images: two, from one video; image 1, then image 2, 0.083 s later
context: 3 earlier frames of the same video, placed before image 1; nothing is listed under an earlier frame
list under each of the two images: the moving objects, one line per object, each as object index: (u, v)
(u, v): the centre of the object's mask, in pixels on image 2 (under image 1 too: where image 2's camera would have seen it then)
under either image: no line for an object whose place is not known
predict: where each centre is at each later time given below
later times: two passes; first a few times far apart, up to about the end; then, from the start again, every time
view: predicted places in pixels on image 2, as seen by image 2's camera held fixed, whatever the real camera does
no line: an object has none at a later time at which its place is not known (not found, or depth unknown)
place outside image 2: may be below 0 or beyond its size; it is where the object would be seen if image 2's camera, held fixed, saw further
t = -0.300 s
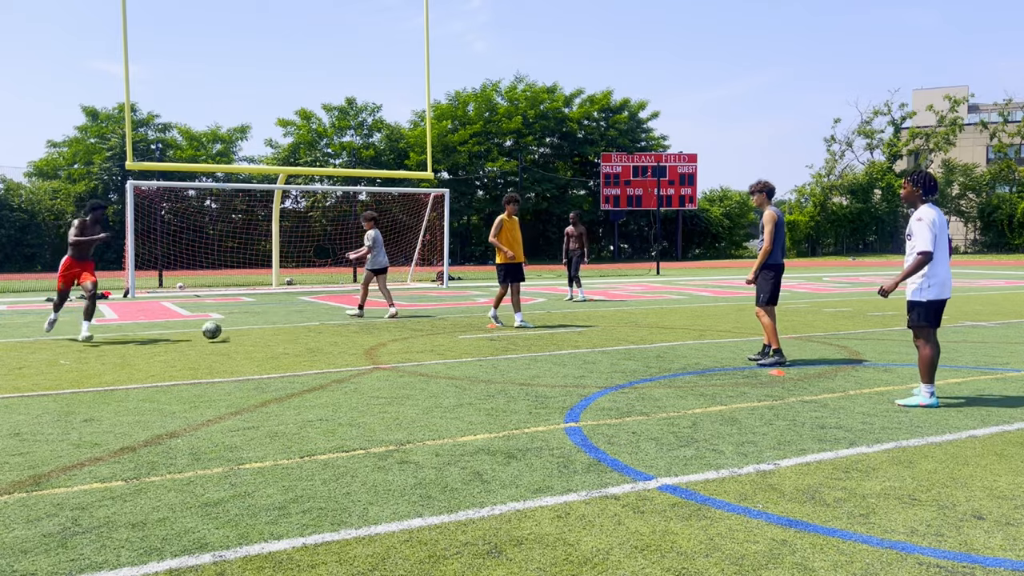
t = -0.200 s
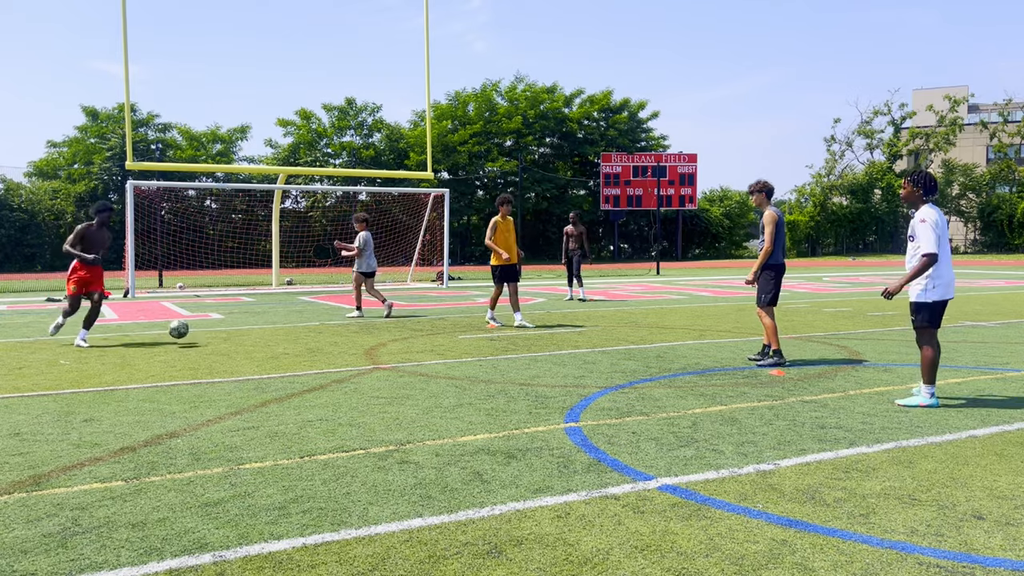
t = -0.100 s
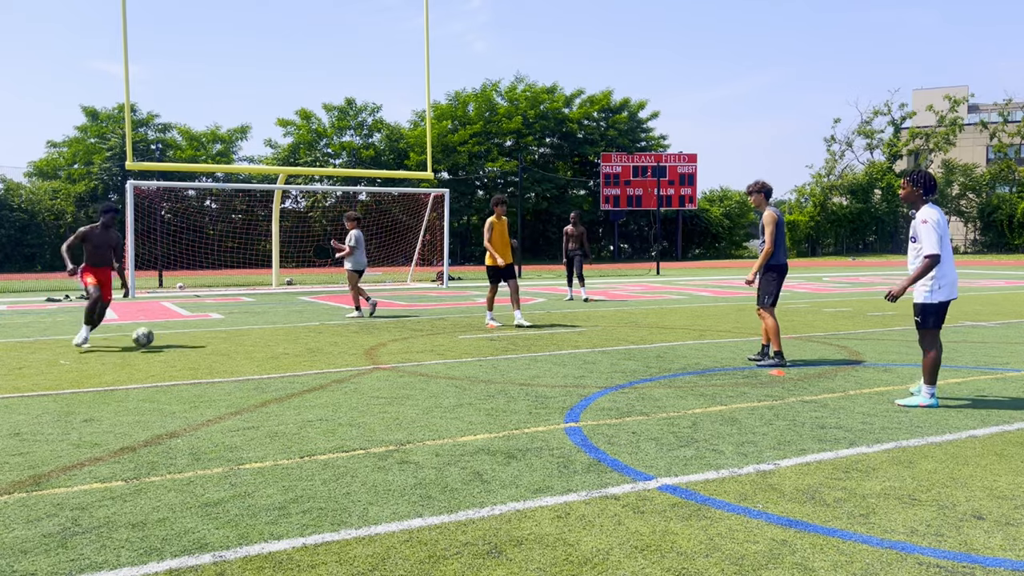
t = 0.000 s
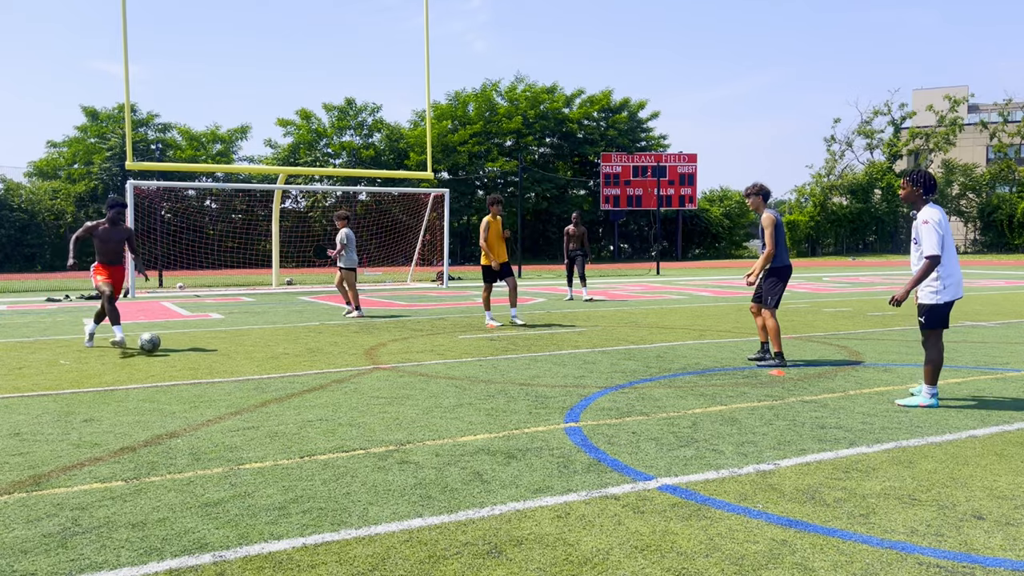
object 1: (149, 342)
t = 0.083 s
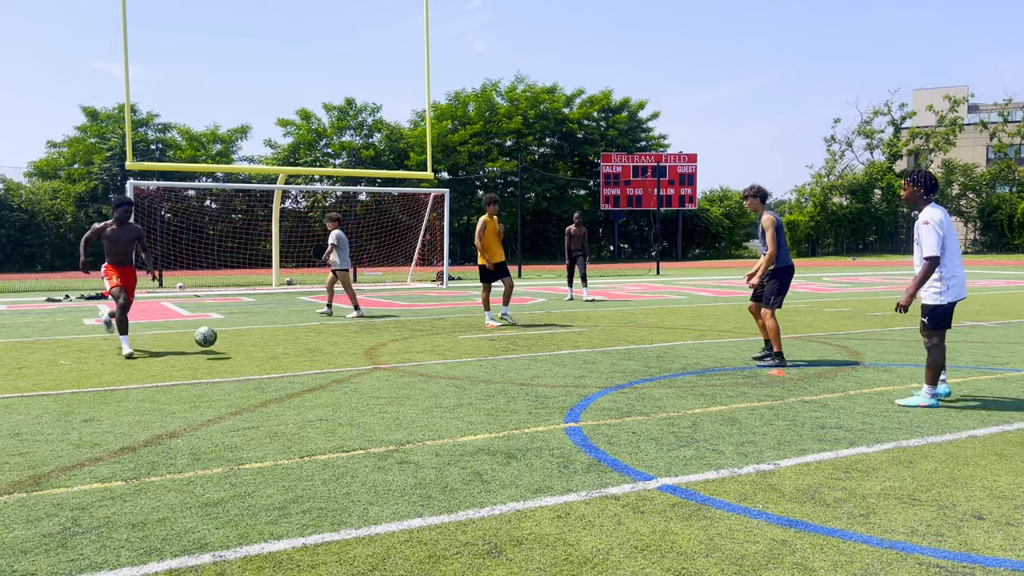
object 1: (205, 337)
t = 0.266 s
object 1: (340, 349)
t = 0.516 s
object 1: (506, 350)
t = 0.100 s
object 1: (217, 336)
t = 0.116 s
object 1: (229, 336)
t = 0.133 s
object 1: (241, 337)
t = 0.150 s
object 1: (252, 337)
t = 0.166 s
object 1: (265, 338)
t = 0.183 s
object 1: (277, 339)
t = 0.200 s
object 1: (289, 341)
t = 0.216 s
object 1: (302, 342)
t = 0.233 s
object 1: (314, 344)
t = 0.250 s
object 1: (327, 347)
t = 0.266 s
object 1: (340, 349)
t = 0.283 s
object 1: (353, 352)
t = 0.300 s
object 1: (366, 355)
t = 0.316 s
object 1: (377, 354)
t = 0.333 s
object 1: (387, 352)
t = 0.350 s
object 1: (397, 351)
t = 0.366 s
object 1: (408, 349)
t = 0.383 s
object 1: (418, 348)
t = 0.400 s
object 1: (429, 347)
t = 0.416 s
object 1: (440, 346)
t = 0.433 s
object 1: (450, 346)
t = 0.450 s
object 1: (461, 347)
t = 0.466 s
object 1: (472, 347)
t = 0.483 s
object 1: (483, 347)
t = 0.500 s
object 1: (494, 349)
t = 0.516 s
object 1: (506, 350)
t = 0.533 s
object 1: (516, 352)
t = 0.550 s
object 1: (528, 353)
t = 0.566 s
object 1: (540, 356)
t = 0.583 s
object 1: (551, 359)
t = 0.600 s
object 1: (563, 362)
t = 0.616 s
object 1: (575, 365)
